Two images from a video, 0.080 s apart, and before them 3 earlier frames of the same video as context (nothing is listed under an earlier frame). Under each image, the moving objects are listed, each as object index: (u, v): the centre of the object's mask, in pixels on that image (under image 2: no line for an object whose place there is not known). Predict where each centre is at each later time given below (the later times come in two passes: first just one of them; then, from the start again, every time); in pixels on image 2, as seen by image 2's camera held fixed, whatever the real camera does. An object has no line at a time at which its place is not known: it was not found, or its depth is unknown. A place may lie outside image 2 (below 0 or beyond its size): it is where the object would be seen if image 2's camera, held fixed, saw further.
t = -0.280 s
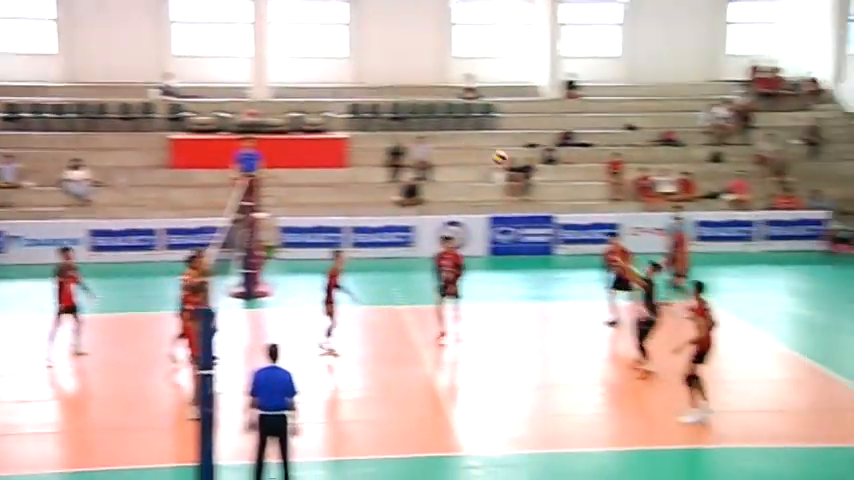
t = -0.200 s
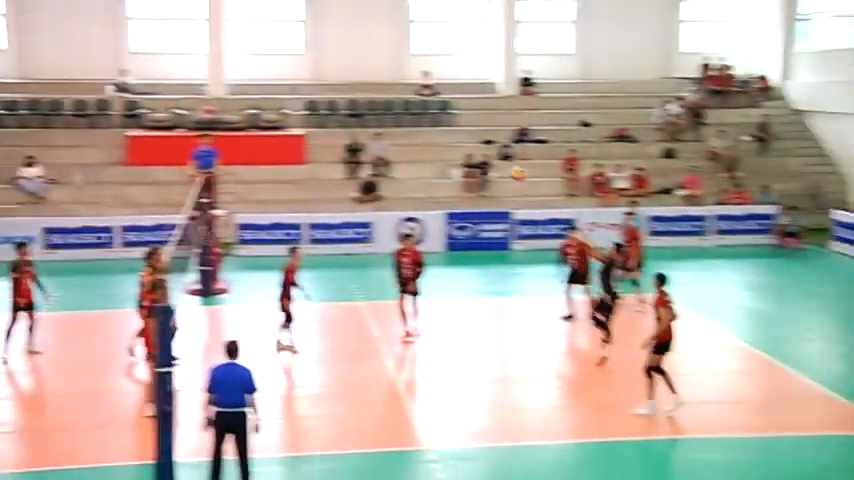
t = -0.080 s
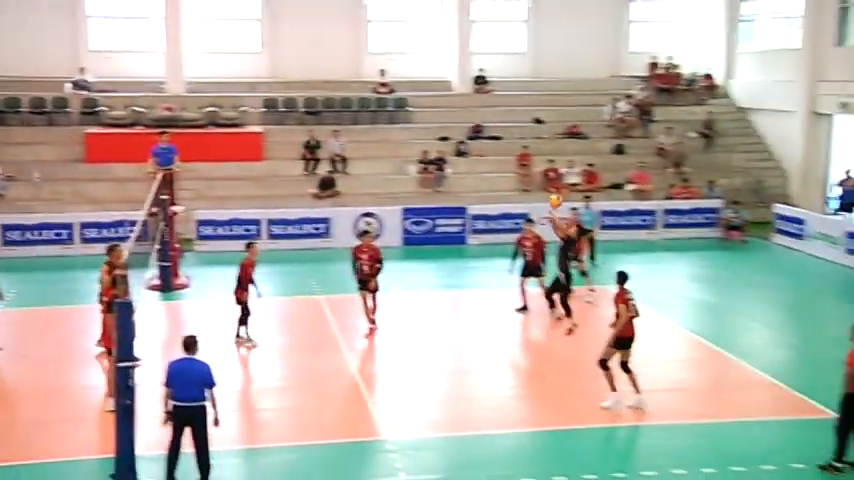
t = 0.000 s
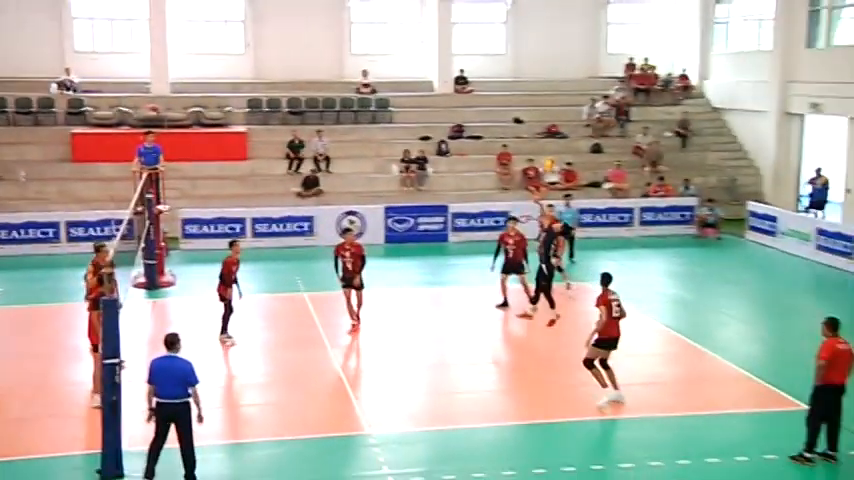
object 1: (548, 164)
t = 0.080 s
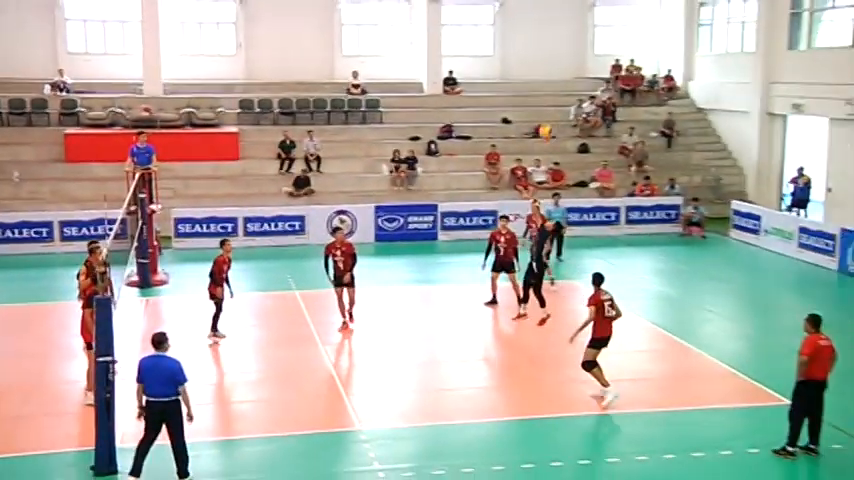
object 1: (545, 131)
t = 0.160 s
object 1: (556, 101)
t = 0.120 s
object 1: (550, 115)
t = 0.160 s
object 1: (556, 101)
